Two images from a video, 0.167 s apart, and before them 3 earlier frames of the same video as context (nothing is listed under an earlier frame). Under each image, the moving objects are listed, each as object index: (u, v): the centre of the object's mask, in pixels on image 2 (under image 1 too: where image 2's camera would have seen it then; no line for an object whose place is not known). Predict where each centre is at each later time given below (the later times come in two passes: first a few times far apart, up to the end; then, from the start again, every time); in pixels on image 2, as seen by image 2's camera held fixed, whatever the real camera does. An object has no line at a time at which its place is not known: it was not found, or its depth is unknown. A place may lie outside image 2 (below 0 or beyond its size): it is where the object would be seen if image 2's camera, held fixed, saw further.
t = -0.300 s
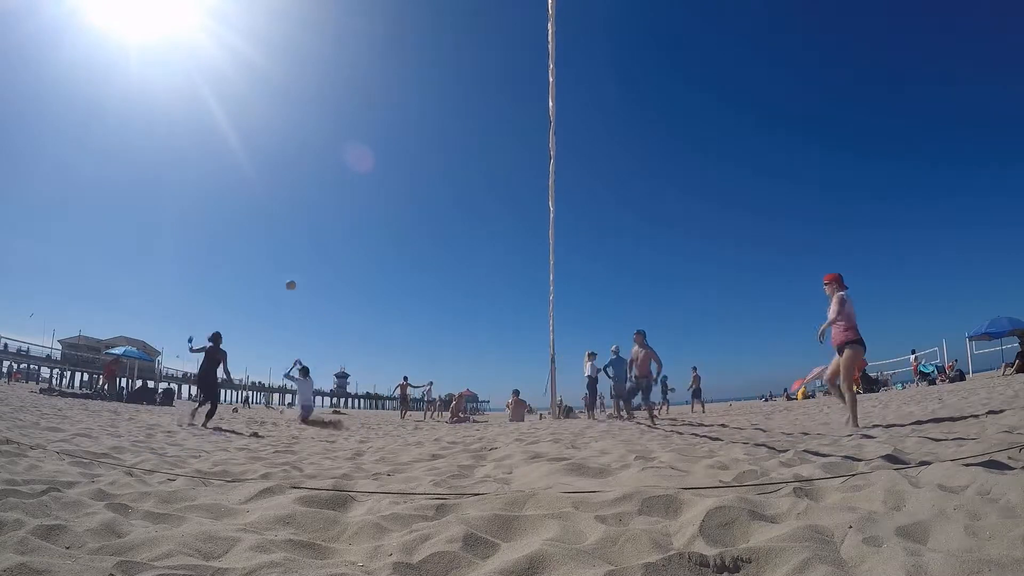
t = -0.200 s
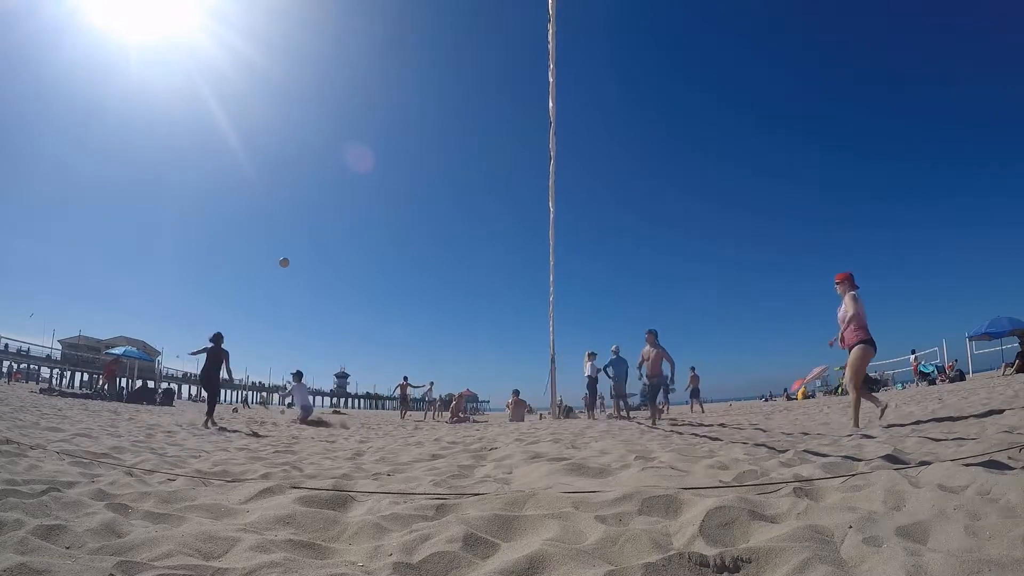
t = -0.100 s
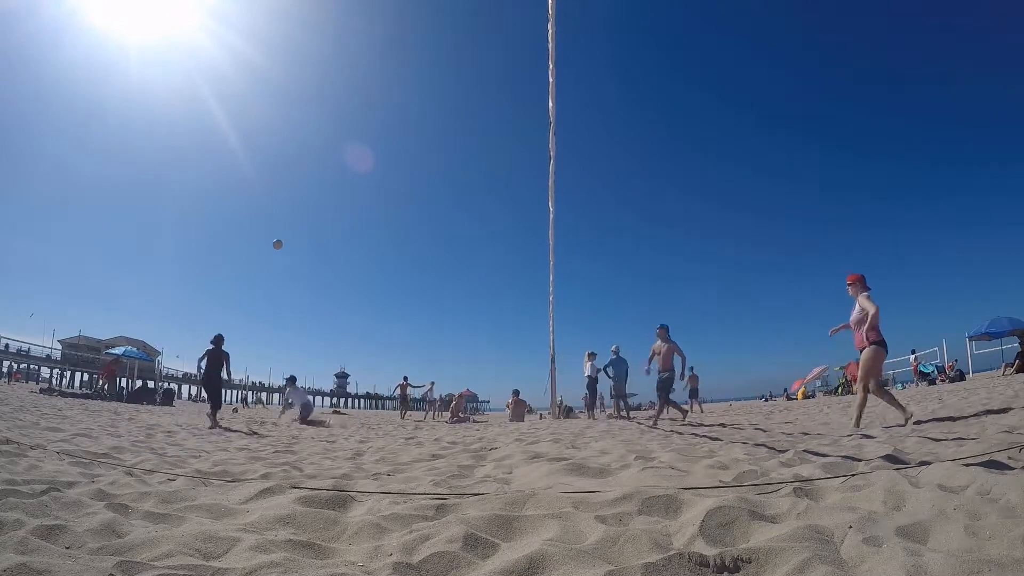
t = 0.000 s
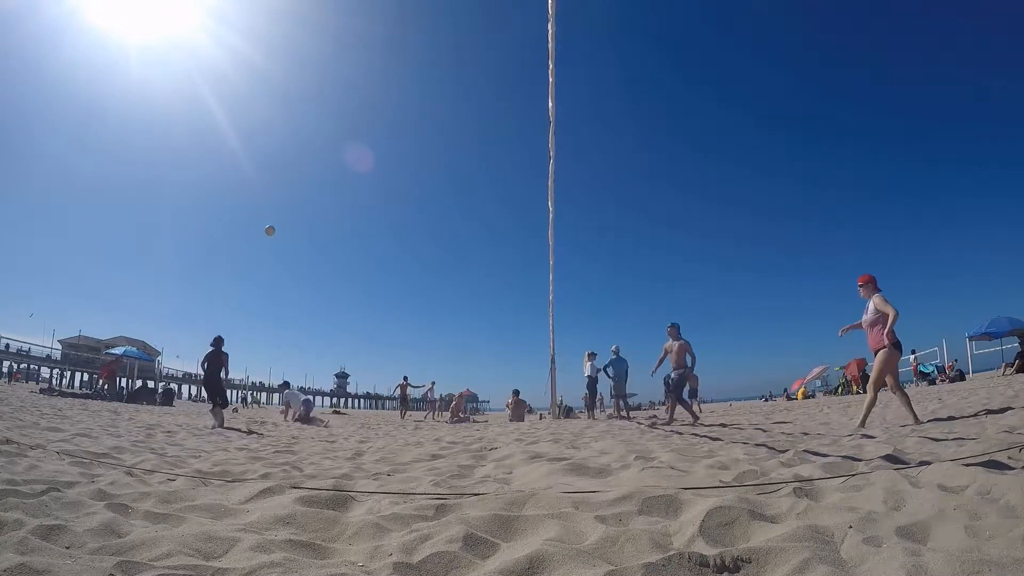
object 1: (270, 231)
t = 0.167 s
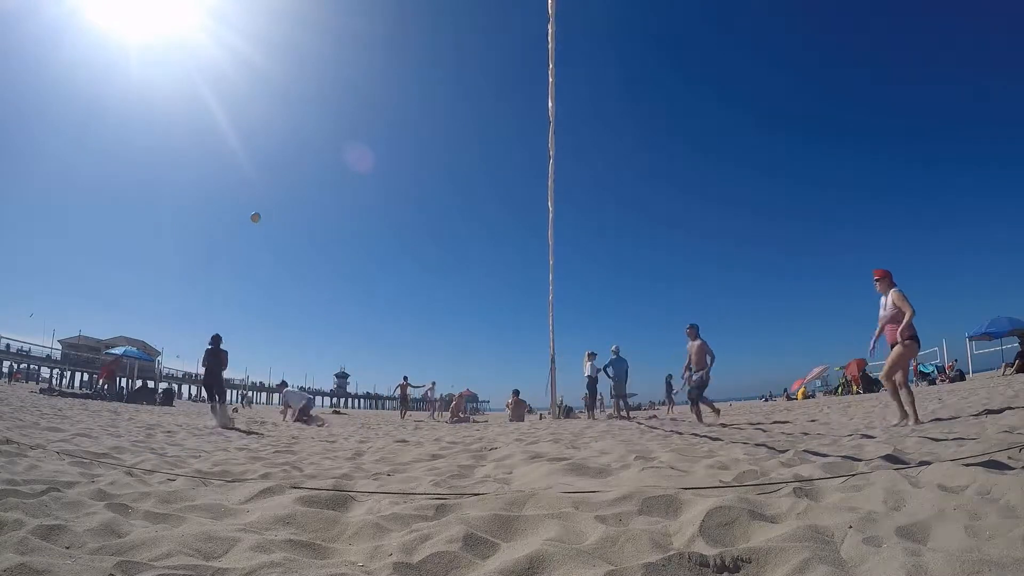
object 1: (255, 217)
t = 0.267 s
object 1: (245, 215)
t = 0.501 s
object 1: (217, 230)
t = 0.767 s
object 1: (176, 286)
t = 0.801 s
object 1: (170, 297)
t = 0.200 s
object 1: (252, 216)
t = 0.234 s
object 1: (249, 215)
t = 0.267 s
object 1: (245, 215)
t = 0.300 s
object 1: (241, 216)
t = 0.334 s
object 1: (238, 217)
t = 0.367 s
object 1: (234, 218)
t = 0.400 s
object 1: (230, 220)
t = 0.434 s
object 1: (226, 223)
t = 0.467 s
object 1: (221, 226)
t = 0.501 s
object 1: (217, 230)
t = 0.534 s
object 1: (212, 235)
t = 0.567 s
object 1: (208, 240)
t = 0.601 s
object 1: (203, 245)
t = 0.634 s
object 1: (198, 252)
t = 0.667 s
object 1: (192, 259)
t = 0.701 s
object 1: (187, 267)
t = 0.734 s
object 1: (181, 276)
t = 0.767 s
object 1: (176, 286)
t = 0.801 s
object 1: (170, 297)
